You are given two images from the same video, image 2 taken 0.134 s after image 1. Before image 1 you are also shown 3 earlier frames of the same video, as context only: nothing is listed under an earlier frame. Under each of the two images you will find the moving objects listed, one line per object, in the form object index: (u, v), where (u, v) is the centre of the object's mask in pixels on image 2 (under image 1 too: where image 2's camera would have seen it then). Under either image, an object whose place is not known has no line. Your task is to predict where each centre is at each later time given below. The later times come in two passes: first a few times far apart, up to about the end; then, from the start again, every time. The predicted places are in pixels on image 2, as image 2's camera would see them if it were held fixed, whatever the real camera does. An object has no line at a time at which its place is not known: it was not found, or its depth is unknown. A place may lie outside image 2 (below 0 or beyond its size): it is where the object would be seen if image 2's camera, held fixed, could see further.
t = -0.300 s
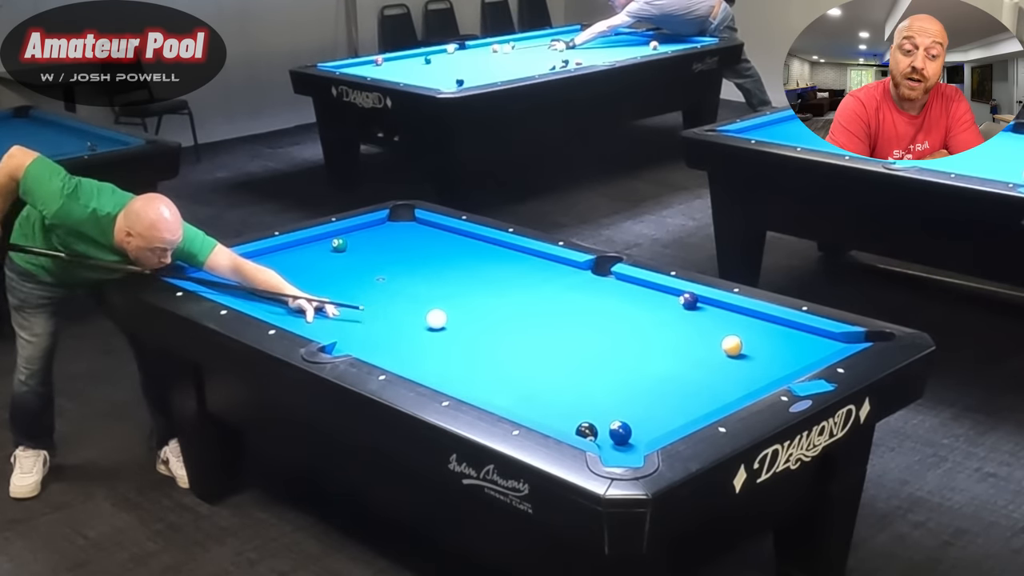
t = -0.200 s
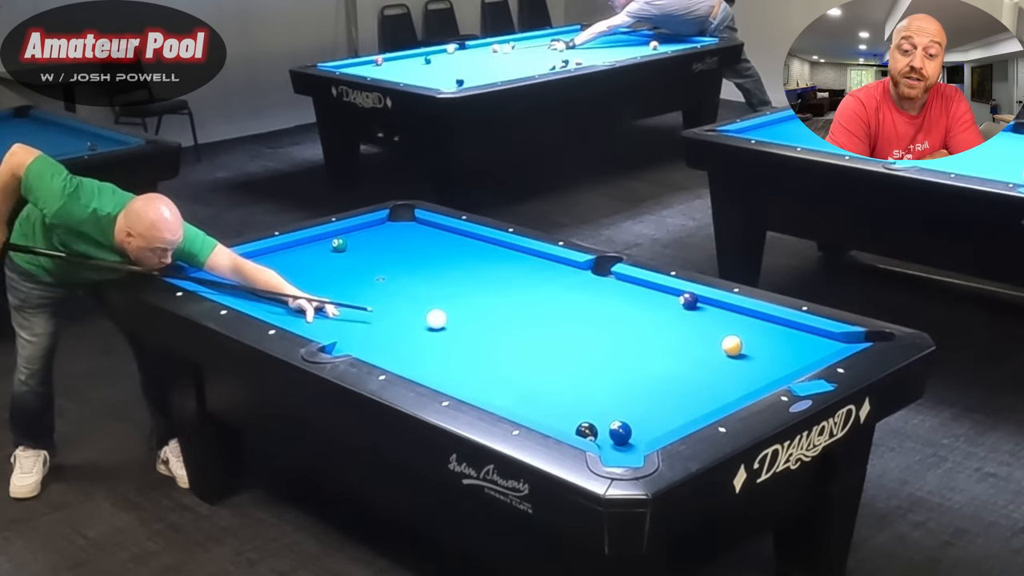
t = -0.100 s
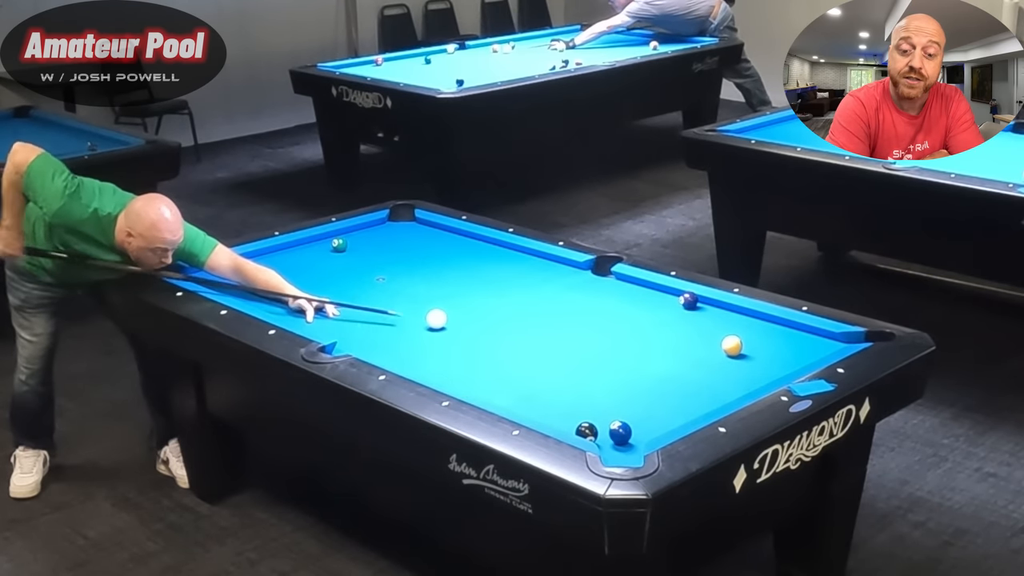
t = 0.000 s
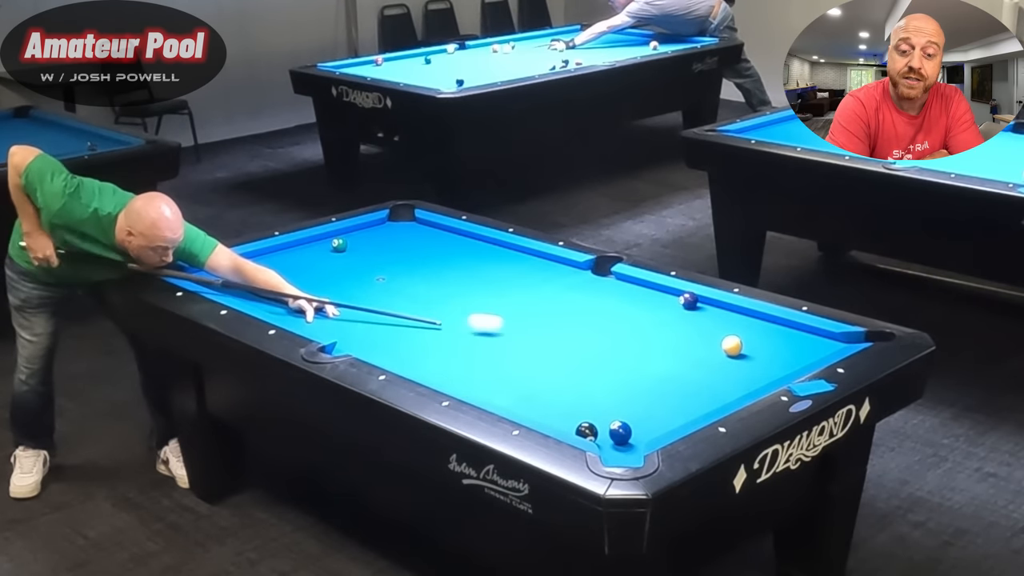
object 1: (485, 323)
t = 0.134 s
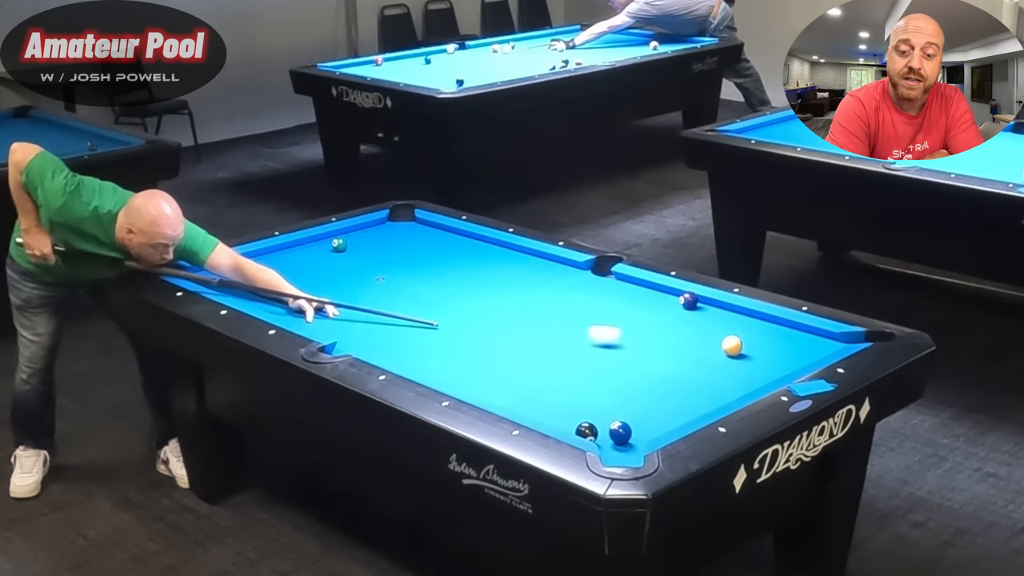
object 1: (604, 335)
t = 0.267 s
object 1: (708, 346)
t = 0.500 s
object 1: (746, 368)
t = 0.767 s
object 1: (733, 378)
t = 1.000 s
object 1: (680, 377)
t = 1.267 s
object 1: (622, 376)
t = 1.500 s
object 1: (574, 375)
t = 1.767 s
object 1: (522, 374)
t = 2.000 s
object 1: (478, 374)
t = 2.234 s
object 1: (437, 371)
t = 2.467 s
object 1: (425, 365)
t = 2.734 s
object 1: (422, 357)
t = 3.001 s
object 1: (421, 349)
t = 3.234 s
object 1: (420, 342)
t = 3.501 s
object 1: (419, 336)
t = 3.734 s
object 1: (418, 331)
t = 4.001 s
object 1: (417, 326)
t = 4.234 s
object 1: (417, 323)
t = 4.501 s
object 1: (417, 319)
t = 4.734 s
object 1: (417, 317)
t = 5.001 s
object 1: (417, 315)
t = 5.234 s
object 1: (416, 314)
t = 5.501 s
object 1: (416, 313)
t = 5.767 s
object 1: (416, 313)
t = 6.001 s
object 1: (416, 313)
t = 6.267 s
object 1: (416, 313)
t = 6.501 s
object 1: (416, 313)
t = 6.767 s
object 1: (416, 313)
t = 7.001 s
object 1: (416, 313)
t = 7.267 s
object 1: (416, 313)
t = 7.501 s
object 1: (416, 313)
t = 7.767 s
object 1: (416, 313)
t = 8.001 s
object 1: (416, 313)
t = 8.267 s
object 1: (416, 313)
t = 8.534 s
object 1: (416, 313)
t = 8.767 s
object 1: (416, 313)
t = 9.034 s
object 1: (416, 313)
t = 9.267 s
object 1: (416, 313)
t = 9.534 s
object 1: (416, 313)
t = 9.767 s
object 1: (416, 313)
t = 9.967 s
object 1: (416, 313)
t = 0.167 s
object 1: (632, 338)
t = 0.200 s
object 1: (659, 340)
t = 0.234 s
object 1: (685, 343)
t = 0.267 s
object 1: (708, 346)
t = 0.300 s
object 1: (714, 349)
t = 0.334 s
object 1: (717, 352)
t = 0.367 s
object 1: (721, 355)
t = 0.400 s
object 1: (727, 358)
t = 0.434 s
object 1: (733, 362)
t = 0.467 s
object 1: (740, 365)
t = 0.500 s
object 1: (746, 368)
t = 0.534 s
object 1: (753, 371)
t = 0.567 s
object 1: (759, 374)
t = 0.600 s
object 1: (765, 375)
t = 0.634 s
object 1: (764, 376)
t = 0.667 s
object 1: (756, 377)
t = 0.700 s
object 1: (749, 378)
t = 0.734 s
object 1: (741, 378)
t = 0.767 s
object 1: (733, 378)
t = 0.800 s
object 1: (726, 378)
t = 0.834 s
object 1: (718, 378)
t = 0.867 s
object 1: (710, 378)
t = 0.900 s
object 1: (703, 377)
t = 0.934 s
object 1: (695, 377)
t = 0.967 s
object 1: (688, 377)
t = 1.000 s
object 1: (680, 377)
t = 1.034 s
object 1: (673, 377)
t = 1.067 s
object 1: (665, 377)
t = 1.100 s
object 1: (658, 376)
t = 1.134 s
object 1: (651, 376)
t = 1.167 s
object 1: (644, 376)
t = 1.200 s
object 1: (637, 376)
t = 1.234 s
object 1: (629, 376)
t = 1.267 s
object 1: (622, 376)
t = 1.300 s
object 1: (615, 376)
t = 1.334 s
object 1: (608, 376)
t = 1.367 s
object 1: (601, 376)
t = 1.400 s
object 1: (594, 375)
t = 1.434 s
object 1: (588, 375)
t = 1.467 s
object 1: (581, 375)
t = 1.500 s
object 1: (574, 375)
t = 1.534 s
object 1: (568, 375)
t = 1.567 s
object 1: (561, 375)
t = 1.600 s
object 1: (554, 375)
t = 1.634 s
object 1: (548, 375)
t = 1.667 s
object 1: (541, 375)
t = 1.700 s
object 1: (535, 375)
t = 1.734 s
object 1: (528, 374)
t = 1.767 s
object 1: (522, 374)
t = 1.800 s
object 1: (515, 374)
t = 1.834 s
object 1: (509, 374)
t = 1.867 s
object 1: (503, 374)
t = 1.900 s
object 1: (497, 374)
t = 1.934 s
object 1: (490, 374)
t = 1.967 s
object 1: (484, 374)
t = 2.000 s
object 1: (478, 374)
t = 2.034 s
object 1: (472, 374)
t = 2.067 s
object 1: (466, 374)
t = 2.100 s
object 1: (460, 374)
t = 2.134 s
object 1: (454, 373)
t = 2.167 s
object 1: (448, 373)
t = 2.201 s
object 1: (443, 372)
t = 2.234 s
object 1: (437, 371)
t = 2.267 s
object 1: (431, 370)
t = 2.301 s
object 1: (426, 369)
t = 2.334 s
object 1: (426, 369)
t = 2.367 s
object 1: (425, 367)
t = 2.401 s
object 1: (425, 367)
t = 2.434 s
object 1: (425, 366)
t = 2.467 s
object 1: (425, 365)
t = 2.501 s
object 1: (425, 364)
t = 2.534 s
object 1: (424, 363)
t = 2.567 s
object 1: (424, 363)
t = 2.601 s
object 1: (424, 362)
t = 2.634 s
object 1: (423, 360)
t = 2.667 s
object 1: (423, 359)
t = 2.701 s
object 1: (423, 358)
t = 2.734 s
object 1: (422, 357)
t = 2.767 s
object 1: (422, 356)
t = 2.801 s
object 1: (422, 355)
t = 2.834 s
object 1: (422, 354)
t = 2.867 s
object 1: (422, 353)
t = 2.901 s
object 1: (421, 352)
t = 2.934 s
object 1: (421, 351)
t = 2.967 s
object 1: (421, 350)
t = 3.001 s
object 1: (421, 349)
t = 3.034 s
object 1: (421, 348)
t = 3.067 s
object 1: (421, 347)
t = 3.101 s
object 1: (421, 346)
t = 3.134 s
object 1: (420, 345)
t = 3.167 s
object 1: (420, 344)
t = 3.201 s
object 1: (420, 343)
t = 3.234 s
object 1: (420, 342)
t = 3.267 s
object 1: (420, 342)
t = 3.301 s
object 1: (420, 341)
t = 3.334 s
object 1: (420, 340)
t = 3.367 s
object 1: (419, 339)
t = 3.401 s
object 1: (419, 338)
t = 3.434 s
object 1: (419, 338)
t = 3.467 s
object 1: (419, 337)
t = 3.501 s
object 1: (419, 336)
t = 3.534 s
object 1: (419, 335)
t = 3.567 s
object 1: (419, 335)
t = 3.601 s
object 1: (419, 334)
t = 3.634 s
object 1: (419, 333)
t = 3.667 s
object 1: (418, 332)
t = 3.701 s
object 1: (418, 332)
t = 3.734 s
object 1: (418, 331)
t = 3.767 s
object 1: (418, 330)
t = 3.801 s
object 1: (418, 330)
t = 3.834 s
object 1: (418, 329)
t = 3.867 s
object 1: (418, 329)
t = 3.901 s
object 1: (418, 328)
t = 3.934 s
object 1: (418, 327)
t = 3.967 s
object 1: (418, 327)
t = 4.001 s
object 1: (417, 326)
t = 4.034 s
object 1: (417, 326)
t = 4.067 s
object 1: (417, 325)
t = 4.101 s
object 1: (417, 325)
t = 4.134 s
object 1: (417, 324)
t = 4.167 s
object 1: (417, 323)
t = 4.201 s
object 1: (417, 323)
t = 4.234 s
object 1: (417, 323)
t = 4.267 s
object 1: (417, 322)
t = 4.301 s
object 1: (417, 322)
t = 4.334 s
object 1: (417, 321)
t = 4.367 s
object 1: (417, 321)
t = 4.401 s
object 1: (417, 320)
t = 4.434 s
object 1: (417, 320)
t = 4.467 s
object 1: (417, 320)
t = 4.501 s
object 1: (417, 319)
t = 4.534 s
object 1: (417, 319)
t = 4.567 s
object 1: (417, 319)
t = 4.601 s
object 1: (417, 318)
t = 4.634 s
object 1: (417, 318)
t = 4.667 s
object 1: (417, 318)
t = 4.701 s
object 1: (417, 317)
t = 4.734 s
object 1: (417, 317)
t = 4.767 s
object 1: (417, 317)
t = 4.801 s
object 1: (417, 316)
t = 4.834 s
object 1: (417, 316)
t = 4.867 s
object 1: (417, 316)
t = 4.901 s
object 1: (417, 316)
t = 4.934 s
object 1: (417, 315)
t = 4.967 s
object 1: (417, 315)
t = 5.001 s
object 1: (417, 315)
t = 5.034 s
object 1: (417, 315)
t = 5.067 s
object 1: (417, 315)
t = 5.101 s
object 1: (417, 314)
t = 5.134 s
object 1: (417, 314)
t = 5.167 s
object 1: (417, 314)
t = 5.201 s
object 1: (417, 314)
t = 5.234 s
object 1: (416, 314)
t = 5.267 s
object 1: (416, 313)
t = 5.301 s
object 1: (416, 313)
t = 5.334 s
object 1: (416, 313)
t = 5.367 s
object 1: (416, 313)
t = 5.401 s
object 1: (416, 313)
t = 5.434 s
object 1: (416, 313)
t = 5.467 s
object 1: (416, 313)
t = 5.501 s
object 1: (416, 313)
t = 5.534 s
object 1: (416, 313)
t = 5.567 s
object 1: (416, 313)
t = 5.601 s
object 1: (416, 313)
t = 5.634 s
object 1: (416, 313)
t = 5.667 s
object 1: (416, 313)
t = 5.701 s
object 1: (416, 313)
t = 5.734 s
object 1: (416, 313)
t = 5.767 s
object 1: (416, 313)
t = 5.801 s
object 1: (416, 313)
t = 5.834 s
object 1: (416, 313)
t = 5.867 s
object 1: (416, 313)
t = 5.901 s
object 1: (416, 313)
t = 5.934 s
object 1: (416, 313)
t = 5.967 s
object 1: (416, 313)
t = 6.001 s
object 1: (416, 313)
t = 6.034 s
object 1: (416, 313)
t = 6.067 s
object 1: (416, 313)
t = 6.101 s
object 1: (416, 313)
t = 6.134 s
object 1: (416, 313)
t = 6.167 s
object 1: (416, 313)
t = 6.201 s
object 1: (416, 313)
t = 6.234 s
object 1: (416, 313)
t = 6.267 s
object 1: (416, 313)
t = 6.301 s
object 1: (416, 313)
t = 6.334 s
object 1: (416, 313)
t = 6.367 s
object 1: (416, 313)
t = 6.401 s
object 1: (416, 313)
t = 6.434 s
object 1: (416, 313)
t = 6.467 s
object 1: (416, 313)
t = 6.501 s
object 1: (416, 313)
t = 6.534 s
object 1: (416, 313)
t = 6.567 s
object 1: (416, 313)
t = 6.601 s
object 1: (416, 313)
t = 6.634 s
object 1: (416, 313)
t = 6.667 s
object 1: (416, 313)
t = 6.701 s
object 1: (416, 313)
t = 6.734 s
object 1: (416, 313)
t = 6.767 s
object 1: (416, 313)
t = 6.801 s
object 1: (416, 313)
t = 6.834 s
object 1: (416, 313)
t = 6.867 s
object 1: (416, 313)
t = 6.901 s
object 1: (416, 313)
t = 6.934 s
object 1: (416, 313)
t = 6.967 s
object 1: (416, 313)
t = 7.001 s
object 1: (416, 313)
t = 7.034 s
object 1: (416, 313)
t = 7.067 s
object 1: (416, 313)
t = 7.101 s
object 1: (416, 313)
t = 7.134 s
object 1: (416, 313)
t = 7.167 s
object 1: (416, 313)
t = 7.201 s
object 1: (416, 313)
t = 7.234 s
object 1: (416, 313)
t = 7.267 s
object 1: (416, 313)
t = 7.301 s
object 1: (416, 313)
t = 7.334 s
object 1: (416, 313)
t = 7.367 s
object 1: (416, 313)
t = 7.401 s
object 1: (416, 313)
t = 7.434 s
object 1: (416, 313)
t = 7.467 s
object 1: (416, 313)
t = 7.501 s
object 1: (416, 313)
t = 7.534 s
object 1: (416, 313)
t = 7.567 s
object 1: (416, 313)
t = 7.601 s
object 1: (416, 313)
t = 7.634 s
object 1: (416, 313)
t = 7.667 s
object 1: (416, 313)
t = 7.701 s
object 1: (416, 313)
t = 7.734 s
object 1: (416, 313)
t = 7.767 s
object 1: (416, 313)
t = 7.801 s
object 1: (416, 313)
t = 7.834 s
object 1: (416, 313)
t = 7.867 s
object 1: (416, 313)
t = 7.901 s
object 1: (416, 313)
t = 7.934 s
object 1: (416, 313)
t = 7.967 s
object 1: (416, 313)
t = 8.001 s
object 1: (416, 313)
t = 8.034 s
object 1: (416, 313)
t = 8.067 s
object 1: (416, 313)
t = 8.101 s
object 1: (416, 313)
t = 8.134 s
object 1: (416, 313)
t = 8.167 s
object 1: (416, 313)
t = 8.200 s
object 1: (416, 313)
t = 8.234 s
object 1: (416, 313)
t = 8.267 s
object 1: (416, 313)
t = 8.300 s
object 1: (416, 313)
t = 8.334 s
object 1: (416, 313)
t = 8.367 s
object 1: (416, 313)
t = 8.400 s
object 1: (416, 313)
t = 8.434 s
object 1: (416, 313)
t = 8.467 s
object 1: (416, 313)
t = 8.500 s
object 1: (416, 313)
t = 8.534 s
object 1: (416, 313)
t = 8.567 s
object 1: (416, 313)
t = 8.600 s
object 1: (416, 313)
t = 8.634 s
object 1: (416, 313)
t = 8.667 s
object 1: (416, 313)
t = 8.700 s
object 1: (416, 313)
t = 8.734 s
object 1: (416, 313)
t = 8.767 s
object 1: (416, 313)
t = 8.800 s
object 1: (416, 313)
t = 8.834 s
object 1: (416, 313)
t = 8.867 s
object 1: (416, 313)
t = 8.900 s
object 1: (416, 313)
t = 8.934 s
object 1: (416, 313)
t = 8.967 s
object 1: (416, 313)
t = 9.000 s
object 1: (416, 313)
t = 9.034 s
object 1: (416, 313)
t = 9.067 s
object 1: (416, 313)
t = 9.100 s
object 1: (416, 313)
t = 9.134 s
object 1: (416, 313)
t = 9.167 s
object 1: (416, 313)
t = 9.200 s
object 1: (416, 313)
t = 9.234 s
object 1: (416, 313)
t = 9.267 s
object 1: (416, 313)
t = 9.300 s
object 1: (416, 313)
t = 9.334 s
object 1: (416, 313)
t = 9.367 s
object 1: (416, 313)
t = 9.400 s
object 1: (416, 313)
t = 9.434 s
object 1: (416, 313)
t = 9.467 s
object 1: (416, 313)
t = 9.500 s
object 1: (416, 313)
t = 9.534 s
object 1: (416, 313)
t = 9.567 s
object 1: (416, 313)
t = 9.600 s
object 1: (416, 313)
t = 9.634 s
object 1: (416, 313)
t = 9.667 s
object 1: (416, 313)
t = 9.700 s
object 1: (416, 313)
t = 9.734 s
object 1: (416, 313)
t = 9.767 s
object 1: (416, 313)
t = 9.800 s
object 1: (416, 313)
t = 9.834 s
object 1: (416, 313)
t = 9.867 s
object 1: (416, 313)
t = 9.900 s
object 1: (416, 313)
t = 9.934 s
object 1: (416, 313)
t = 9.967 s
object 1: (416, 313)
